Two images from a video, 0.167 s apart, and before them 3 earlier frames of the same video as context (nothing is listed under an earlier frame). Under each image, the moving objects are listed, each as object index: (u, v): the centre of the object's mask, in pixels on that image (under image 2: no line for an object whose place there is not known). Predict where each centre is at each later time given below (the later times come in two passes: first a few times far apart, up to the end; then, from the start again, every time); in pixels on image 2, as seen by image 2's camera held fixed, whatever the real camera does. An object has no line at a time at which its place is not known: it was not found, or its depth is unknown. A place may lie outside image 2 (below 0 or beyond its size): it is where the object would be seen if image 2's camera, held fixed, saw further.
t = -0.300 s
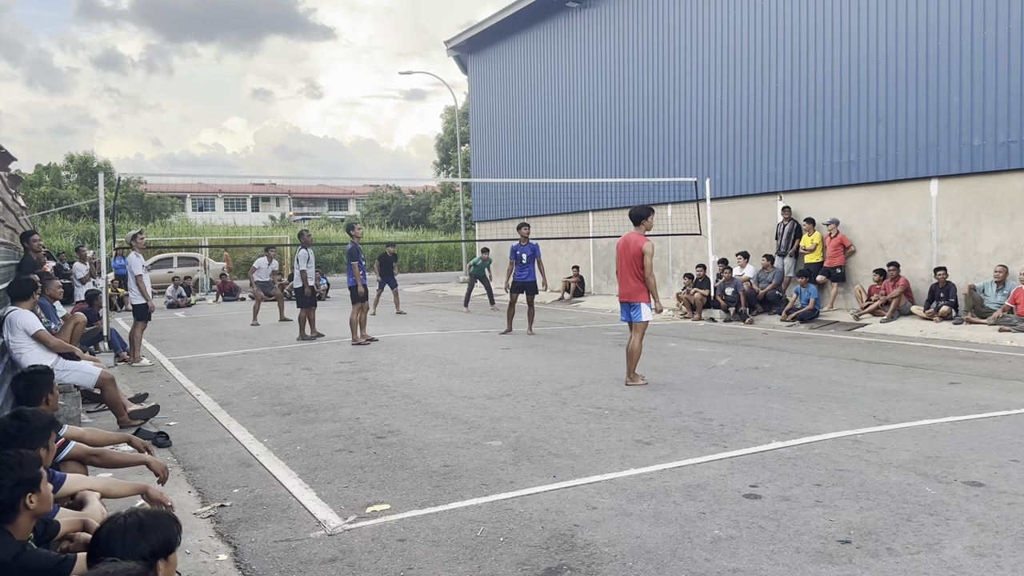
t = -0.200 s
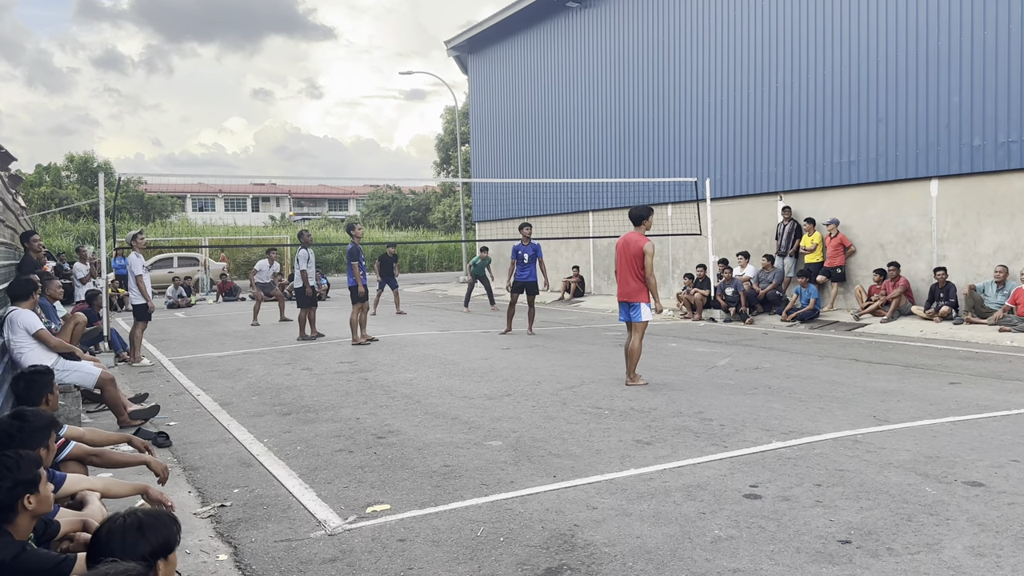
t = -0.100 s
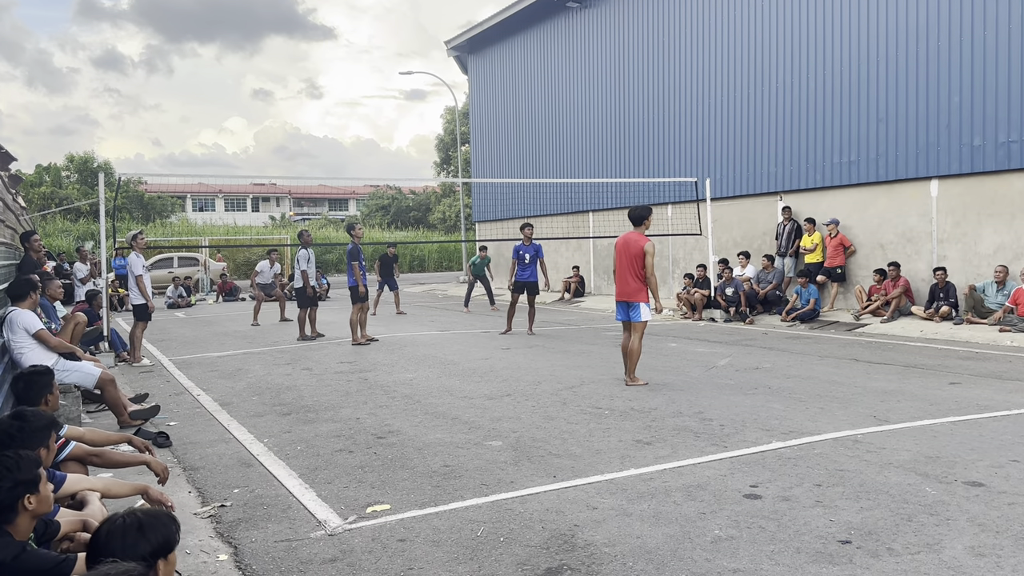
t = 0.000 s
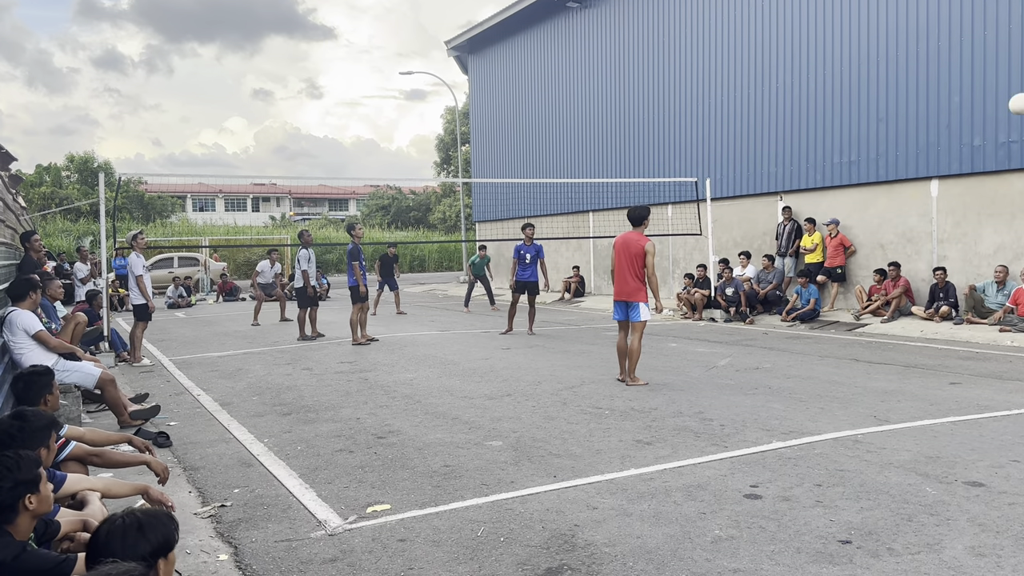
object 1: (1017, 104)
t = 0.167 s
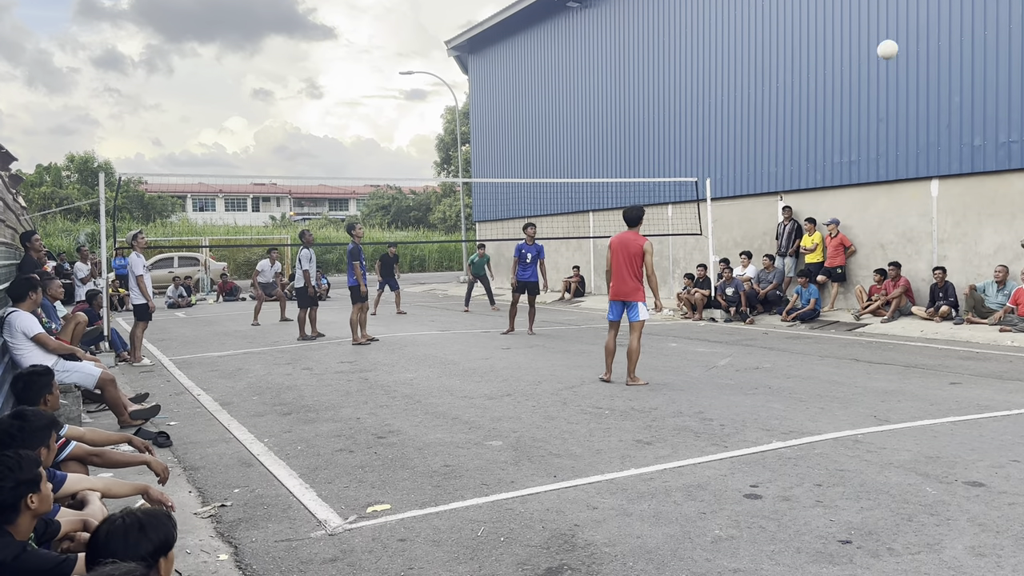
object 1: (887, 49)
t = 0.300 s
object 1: (804, 31)
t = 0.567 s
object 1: (678, 45)
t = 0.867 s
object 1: (583, 110)
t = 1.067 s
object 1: (537, 169)
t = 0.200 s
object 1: (865, 43)
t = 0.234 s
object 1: (843, 37)
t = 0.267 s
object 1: (823, 34)
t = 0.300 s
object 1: (804, 31)
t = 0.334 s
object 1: (785, 30)
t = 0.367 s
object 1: (767, 30)
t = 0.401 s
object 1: (751, 30)
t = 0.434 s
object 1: (735, 32)
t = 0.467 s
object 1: (720, 34)
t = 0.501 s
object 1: (705, 37)
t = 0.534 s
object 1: (691, 41)
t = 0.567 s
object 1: (678, 45)
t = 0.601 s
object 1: (665, 51)
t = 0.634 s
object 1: (653, 57)
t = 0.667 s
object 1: (642, 63)
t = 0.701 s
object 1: (631, 70)
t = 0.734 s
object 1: (620, 77)
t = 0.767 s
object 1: (610, 85)
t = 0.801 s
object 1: (601, 93)
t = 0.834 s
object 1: (591, 101)
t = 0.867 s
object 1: (583, 110)
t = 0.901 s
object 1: (575, 120)
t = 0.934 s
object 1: (566, 129)
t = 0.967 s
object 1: (559, 139)
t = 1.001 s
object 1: (551, 149)
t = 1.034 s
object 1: (544, 159)
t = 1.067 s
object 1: (537, 169)
